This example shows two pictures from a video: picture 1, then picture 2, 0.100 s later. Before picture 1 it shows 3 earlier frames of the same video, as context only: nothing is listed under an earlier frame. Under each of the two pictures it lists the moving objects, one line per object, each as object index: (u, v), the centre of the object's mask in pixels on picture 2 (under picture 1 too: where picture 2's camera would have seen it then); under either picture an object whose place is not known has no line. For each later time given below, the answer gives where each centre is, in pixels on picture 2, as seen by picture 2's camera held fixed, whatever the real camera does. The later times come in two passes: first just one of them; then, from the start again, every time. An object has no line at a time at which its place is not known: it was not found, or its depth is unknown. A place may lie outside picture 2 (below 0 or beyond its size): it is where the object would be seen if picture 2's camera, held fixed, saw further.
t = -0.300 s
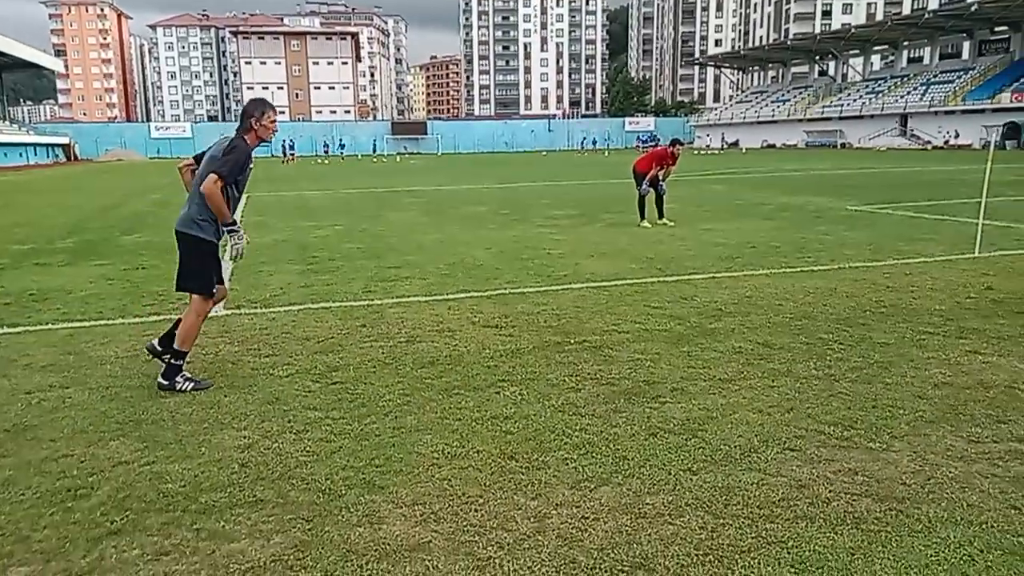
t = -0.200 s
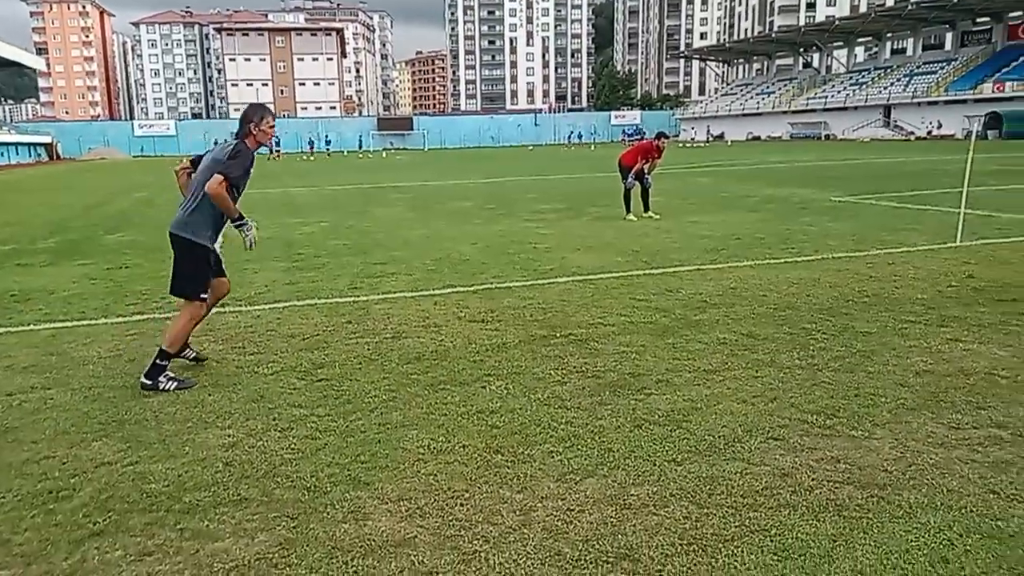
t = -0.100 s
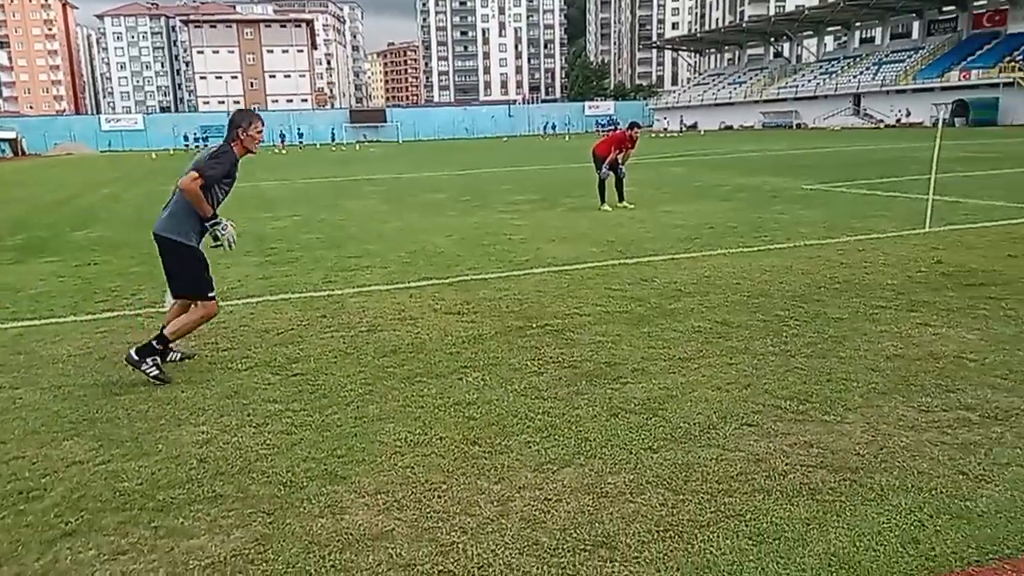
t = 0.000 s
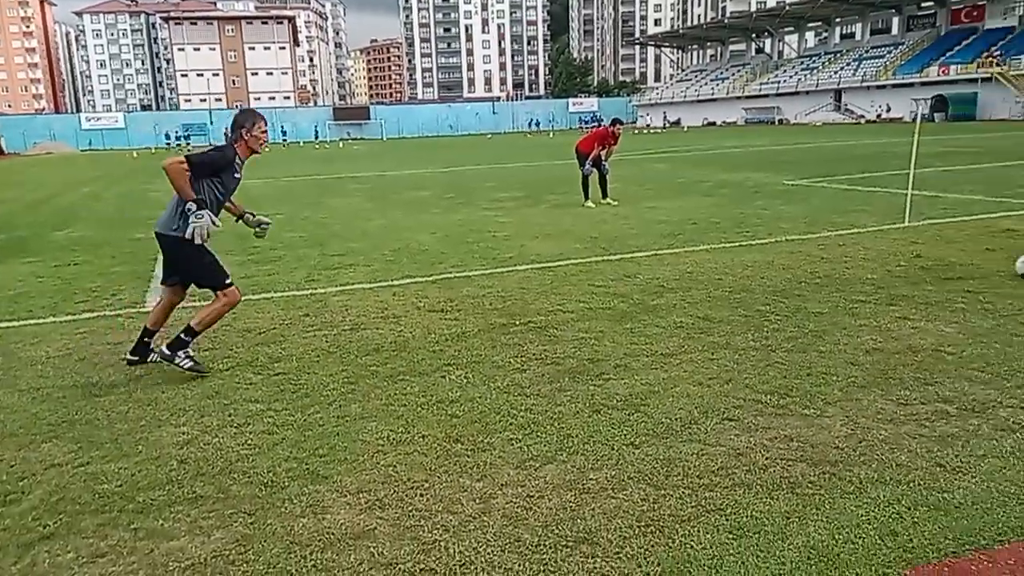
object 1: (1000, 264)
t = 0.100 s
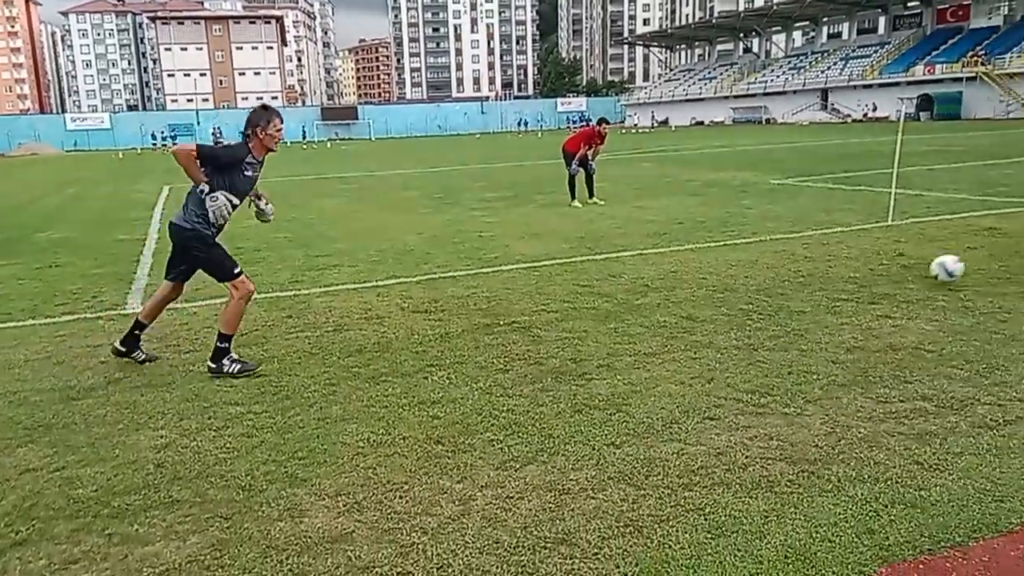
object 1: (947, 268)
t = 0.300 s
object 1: (803, 294)
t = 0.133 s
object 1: (924, 272)
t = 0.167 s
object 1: (899, 279)
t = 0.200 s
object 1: (875, 284)
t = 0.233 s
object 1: (852, 286)
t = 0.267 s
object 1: (828, 290)
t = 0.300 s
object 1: (803, 294)
